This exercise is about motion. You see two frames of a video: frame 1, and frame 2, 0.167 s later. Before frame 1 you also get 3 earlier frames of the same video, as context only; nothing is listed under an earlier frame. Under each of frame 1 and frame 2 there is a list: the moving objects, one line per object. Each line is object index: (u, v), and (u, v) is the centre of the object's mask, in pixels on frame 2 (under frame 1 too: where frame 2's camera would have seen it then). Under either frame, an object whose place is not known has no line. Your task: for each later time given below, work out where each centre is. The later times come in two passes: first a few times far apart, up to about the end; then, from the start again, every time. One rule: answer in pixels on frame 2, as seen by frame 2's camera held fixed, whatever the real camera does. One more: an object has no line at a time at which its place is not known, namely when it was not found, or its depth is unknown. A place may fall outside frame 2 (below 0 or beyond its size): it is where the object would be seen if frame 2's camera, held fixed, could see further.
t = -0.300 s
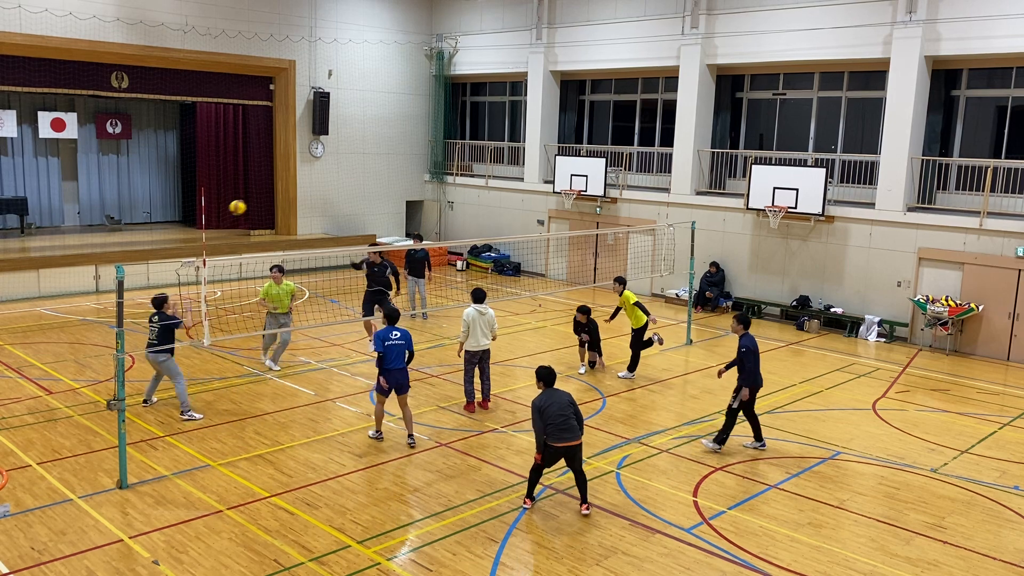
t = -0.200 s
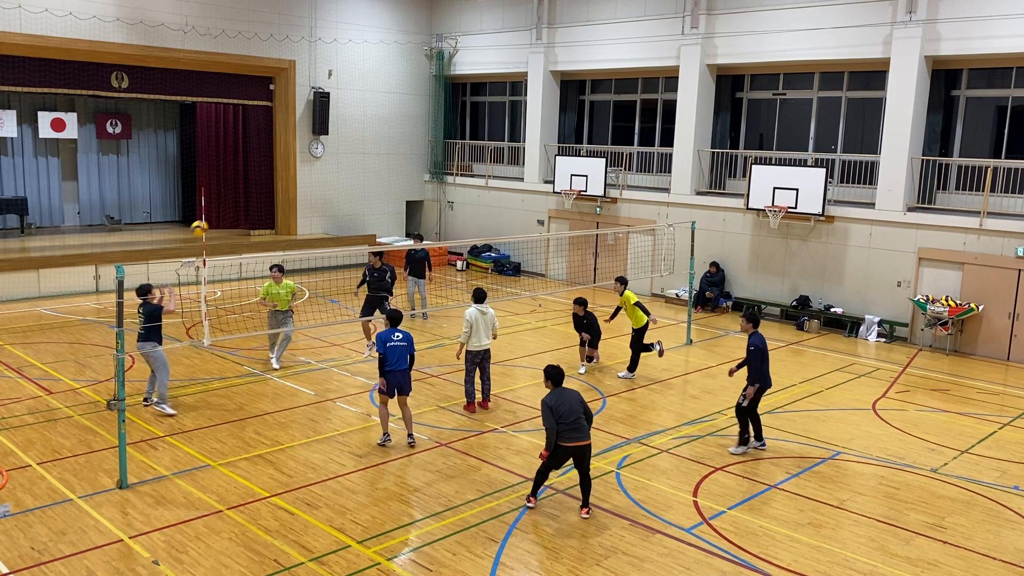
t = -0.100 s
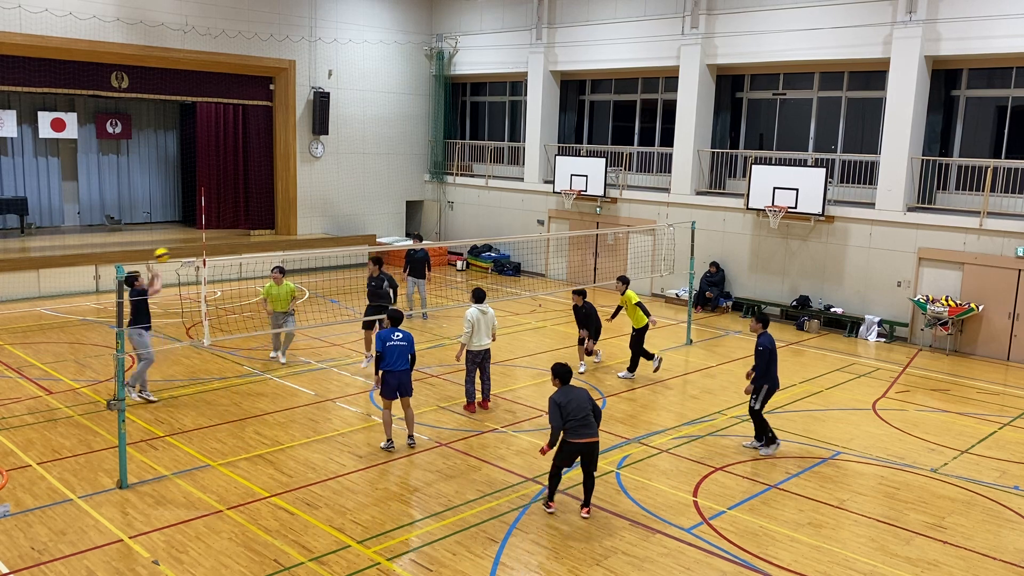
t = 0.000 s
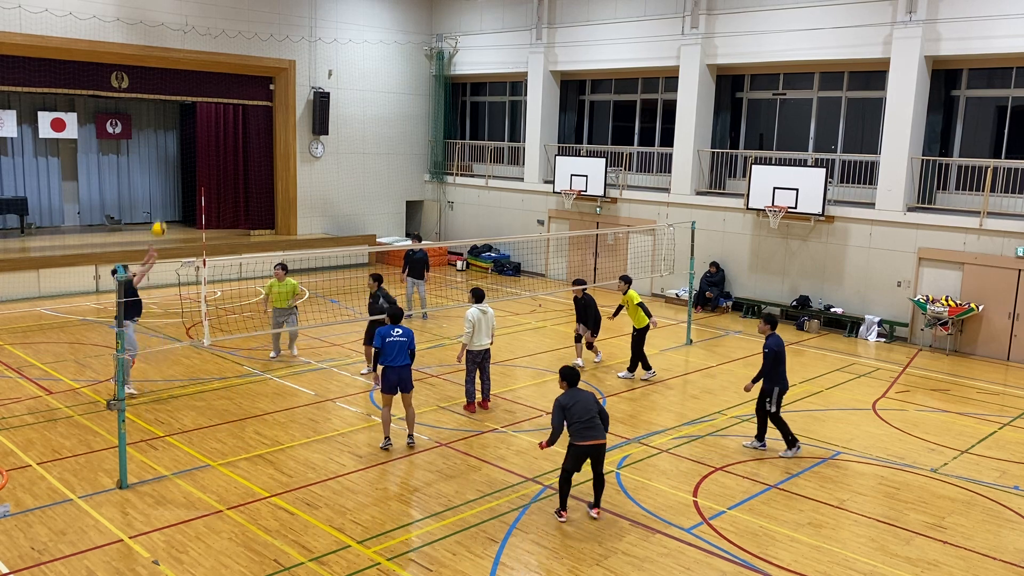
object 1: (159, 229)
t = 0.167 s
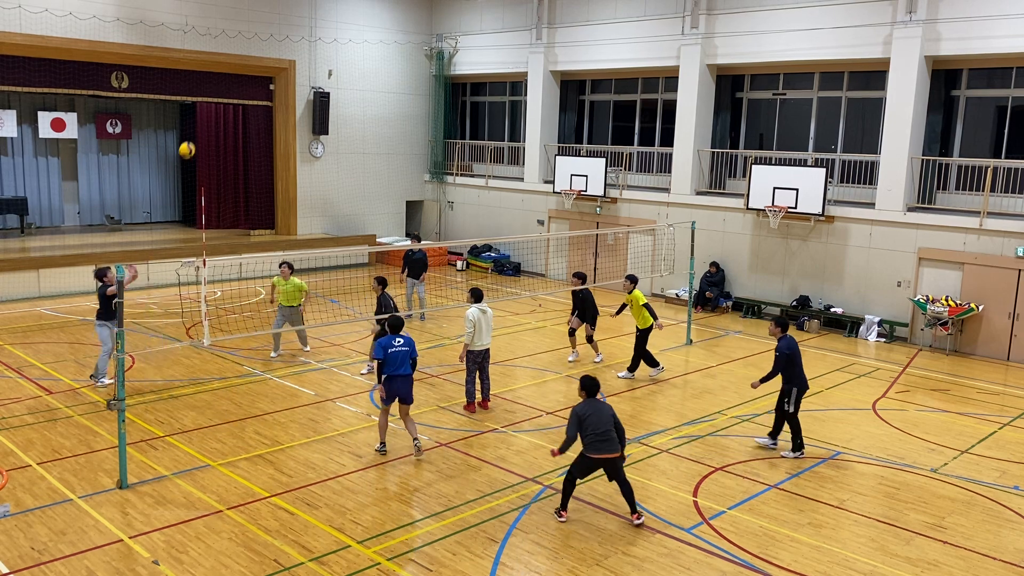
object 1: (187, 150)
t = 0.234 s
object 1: (198, 125)
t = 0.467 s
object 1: (236, 63)
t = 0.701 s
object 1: (273, 42)
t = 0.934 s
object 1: (308, 59)
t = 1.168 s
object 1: (341, 109)
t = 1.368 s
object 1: (367, 175)
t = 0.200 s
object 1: (192, 137)
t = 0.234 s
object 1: (198, 125)
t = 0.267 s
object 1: (203, 114)
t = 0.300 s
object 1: (209, 103)
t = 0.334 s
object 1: (214, 93)
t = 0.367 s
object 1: (220, 85)
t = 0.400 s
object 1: (225, 77)
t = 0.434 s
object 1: (230, 69)
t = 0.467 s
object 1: (236, 63)
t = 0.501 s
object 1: (241, 58)
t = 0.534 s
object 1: (247, 53)
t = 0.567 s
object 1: (252, 49)
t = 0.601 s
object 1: (257, 46)
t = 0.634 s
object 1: (263, 44)
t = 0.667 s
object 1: (268, 43)
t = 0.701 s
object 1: (273, 42)
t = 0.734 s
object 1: (278, 42)
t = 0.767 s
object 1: (284, 43)
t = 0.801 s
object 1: (289, 44)
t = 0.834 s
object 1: (294, 47)
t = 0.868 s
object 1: (298, 50)
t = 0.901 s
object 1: (304, 54)
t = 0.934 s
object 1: (308, 59)
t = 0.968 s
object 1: (314, 64)
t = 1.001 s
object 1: (318, 70)
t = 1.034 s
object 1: (323, 76)
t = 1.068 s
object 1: (328, 84)
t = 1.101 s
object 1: (333, 92)
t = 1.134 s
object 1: (337, 100)
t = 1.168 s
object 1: (341, 109)
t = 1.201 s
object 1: (346, 119)
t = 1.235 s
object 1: (350, 129)
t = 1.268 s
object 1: (354, 140)
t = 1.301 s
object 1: (359, 151)
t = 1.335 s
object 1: (363, 163)
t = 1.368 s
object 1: (367, 175)
